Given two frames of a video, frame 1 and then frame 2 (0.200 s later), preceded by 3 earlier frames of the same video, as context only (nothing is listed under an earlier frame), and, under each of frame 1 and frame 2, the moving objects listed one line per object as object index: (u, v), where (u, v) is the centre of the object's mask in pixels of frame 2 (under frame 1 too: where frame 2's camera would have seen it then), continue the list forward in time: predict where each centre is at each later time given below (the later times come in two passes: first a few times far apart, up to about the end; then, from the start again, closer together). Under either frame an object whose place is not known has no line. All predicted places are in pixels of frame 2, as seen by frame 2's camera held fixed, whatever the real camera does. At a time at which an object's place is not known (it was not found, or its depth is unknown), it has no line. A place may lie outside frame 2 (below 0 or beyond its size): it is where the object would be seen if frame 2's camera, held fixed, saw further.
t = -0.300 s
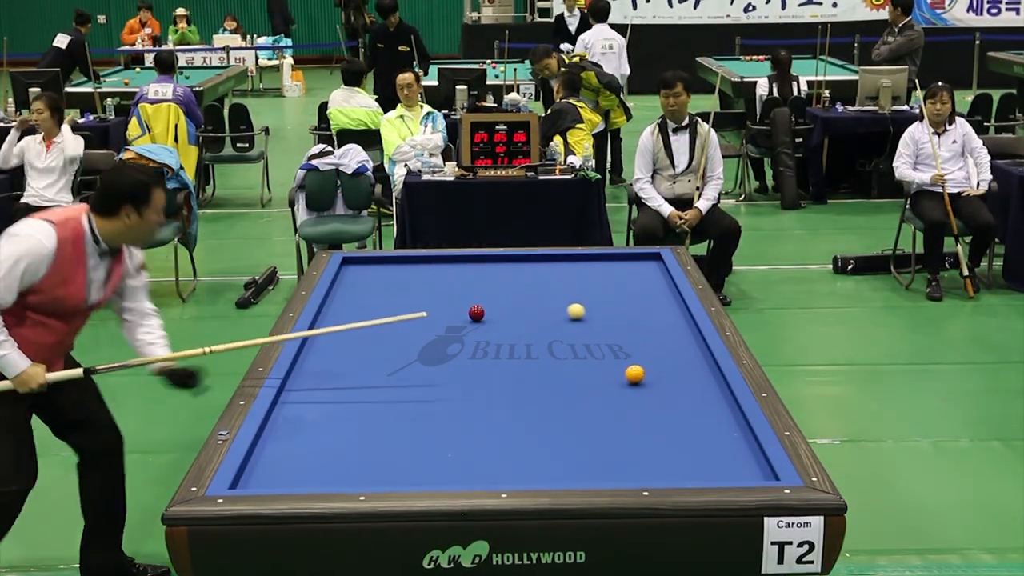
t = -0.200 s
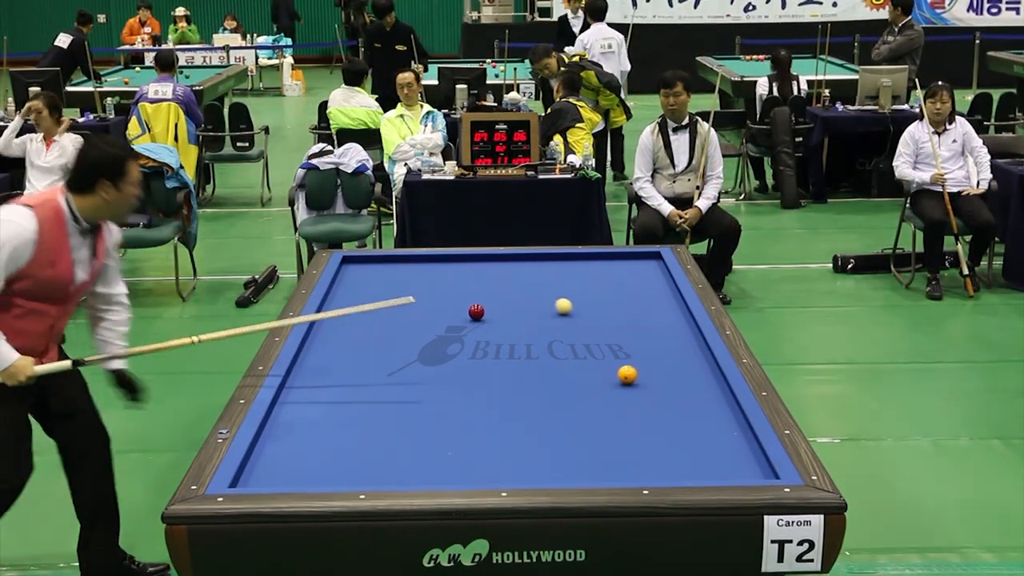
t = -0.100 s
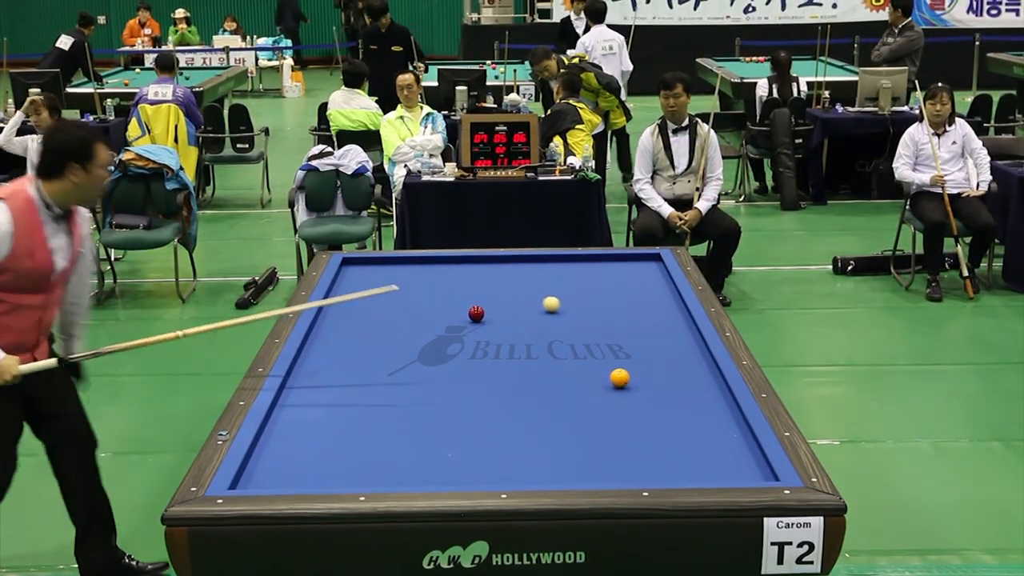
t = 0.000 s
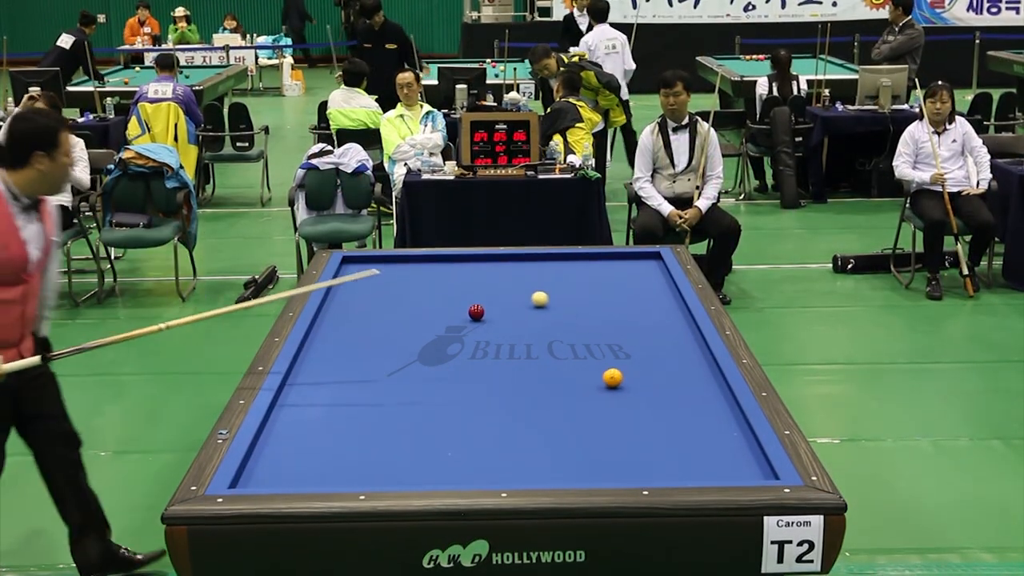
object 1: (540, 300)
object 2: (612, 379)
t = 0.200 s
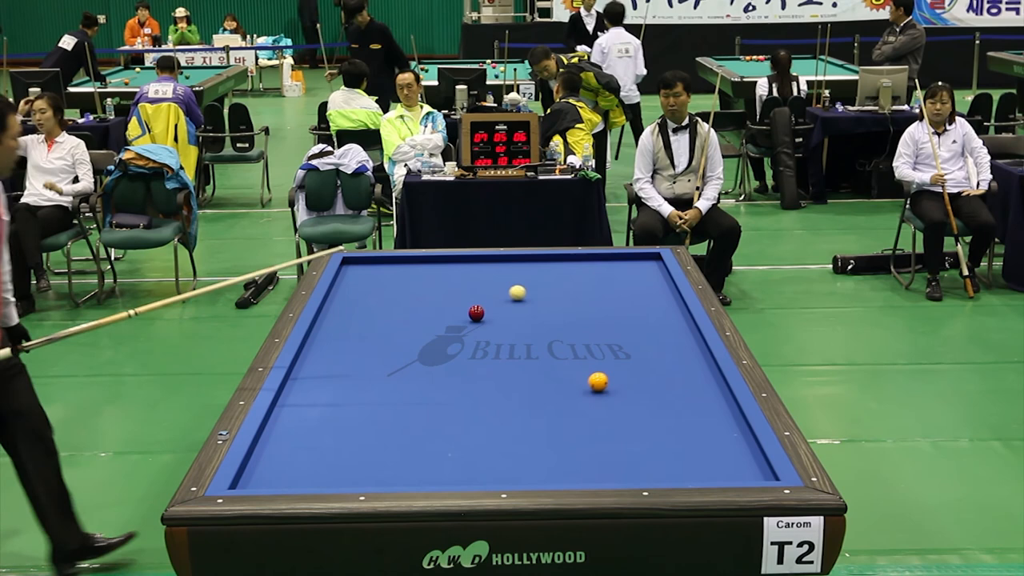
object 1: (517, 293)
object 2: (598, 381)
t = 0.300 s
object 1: (506, 289)
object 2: (591, 383)
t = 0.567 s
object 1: (479, 281)
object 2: (572, 387)
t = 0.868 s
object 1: (451, 272)
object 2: (552, 391)
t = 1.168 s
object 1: (424, 263)
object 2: (533, 395)
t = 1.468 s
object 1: (397, 261)
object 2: (515, 398)
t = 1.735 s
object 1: (370, 265)
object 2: (499, 401)
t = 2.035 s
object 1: (345, 270)
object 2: (483, 405)
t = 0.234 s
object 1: (514, 292)
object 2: (596, 382)
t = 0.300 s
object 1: (506, 289)
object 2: (591, 383)
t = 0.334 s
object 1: (503, 288)
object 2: (588, 383)
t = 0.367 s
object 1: (499, 287)
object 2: (586, 384)
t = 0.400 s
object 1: (496, 286)
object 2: (584, 385)
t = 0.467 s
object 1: (489, 284)
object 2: (579, 386)
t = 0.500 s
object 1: (486, 283)
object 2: (577, 386)
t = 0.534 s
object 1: (482, 282)
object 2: (575, 386)
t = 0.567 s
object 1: (479, 281)
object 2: (572, 387)
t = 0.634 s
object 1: (473, 278)
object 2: (568, 388)
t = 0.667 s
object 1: (469, 277)
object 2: (565, 388)
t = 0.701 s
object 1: (466, 277)
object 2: (563, 389)
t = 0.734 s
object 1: (463, 275)
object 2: (561, 389)
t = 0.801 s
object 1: (457, 273)
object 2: (557, 390)
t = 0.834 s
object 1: (454, 272)
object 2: (554, 390)
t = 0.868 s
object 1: (451, 272)
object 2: (552, 391)
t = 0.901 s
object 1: (448, 271)
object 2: (550, 391)
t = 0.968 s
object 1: (442, 269)
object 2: (546, 392)
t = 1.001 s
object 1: (439, 268)
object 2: (544, 392)
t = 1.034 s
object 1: (436, 267)
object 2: (542, 393)
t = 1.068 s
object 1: (433, 266)
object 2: (539, 393)
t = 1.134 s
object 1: (427, 264)
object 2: (535, 394)
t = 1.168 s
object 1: (424, 263)
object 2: (533, 395)
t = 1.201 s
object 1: (421, 262)
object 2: (531, 395)
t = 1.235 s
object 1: (419, 261)
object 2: (529, 395)
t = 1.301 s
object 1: (413, 260)
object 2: (525, 396)
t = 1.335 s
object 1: (410, 259)
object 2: (523, 397)
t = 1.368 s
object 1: (407, 258)
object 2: (521, 397)
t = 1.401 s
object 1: (404, 259)
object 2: (519, 398)
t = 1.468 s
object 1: (397, 261)
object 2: (515, 398)
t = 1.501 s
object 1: (394, 261)
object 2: (513, 399)
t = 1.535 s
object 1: (391, 262)
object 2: (511, 399)
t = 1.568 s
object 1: (387, 262)
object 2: (509, 400)
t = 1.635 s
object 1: (381, 263)
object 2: (505, 400)
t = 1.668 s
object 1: (377, 264)
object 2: (503, 401)
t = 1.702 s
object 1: (374, 264)
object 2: (501, 401)
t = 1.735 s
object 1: (370, 265)
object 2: (499, 401)
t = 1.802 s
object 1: (364, 266)
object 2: (495, 402)
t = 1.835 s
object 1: (360, 267)
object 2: (494, 403)
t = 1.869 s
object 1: (357, 267)
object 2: (492, 403)
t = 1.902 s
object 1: (354, 268)
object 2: (490, 403)
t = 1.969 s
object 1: (347, 269)
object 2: (486, 404)
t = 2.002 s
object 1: (344, 270)
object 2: (485, 404)
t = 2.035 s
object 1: (345, 270)
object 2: (483, 405)
